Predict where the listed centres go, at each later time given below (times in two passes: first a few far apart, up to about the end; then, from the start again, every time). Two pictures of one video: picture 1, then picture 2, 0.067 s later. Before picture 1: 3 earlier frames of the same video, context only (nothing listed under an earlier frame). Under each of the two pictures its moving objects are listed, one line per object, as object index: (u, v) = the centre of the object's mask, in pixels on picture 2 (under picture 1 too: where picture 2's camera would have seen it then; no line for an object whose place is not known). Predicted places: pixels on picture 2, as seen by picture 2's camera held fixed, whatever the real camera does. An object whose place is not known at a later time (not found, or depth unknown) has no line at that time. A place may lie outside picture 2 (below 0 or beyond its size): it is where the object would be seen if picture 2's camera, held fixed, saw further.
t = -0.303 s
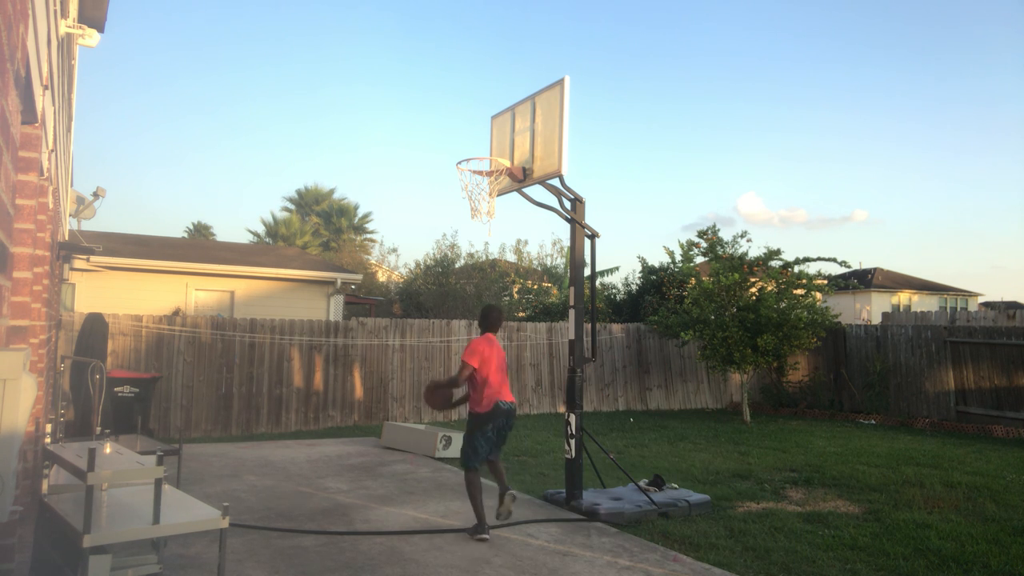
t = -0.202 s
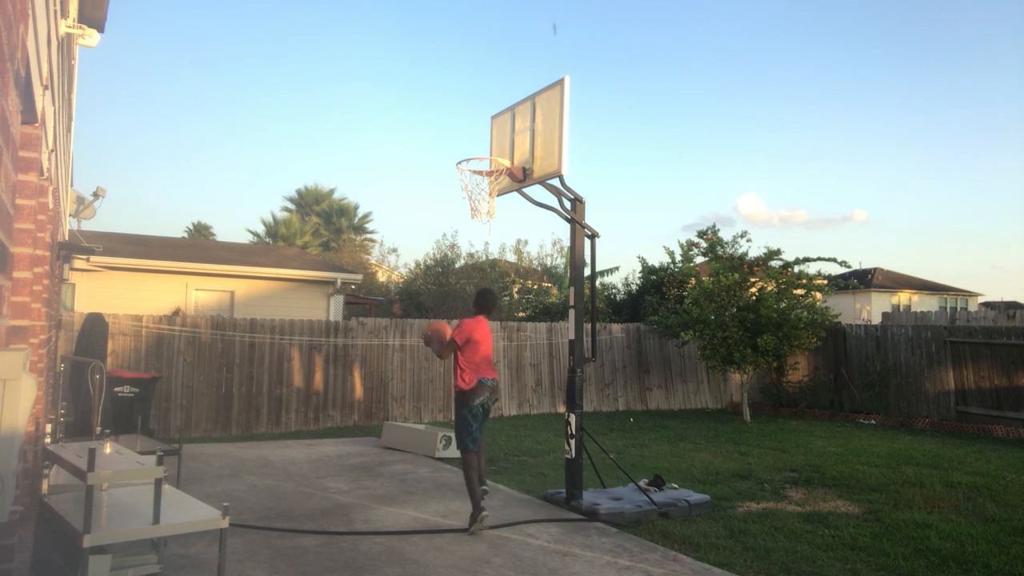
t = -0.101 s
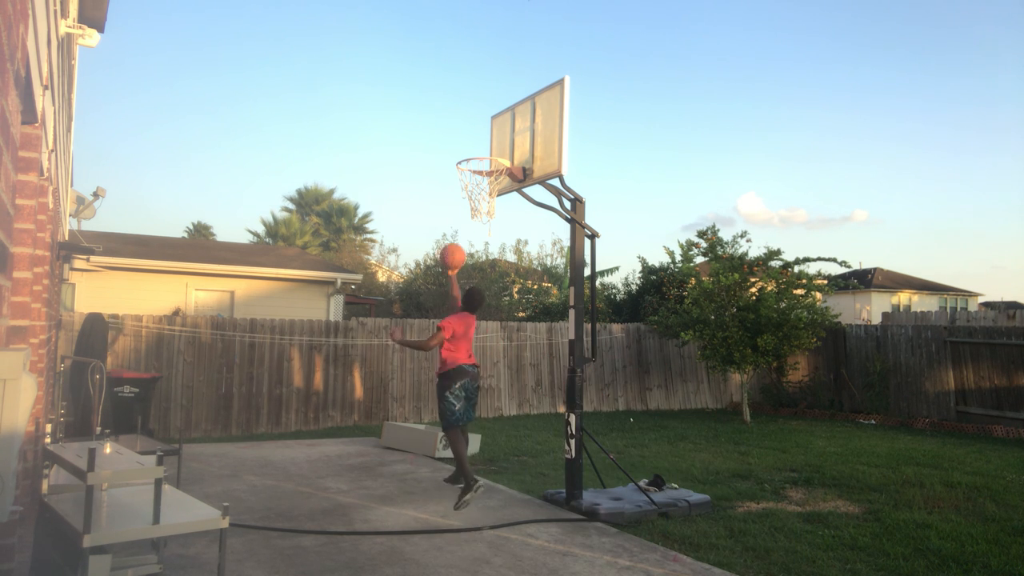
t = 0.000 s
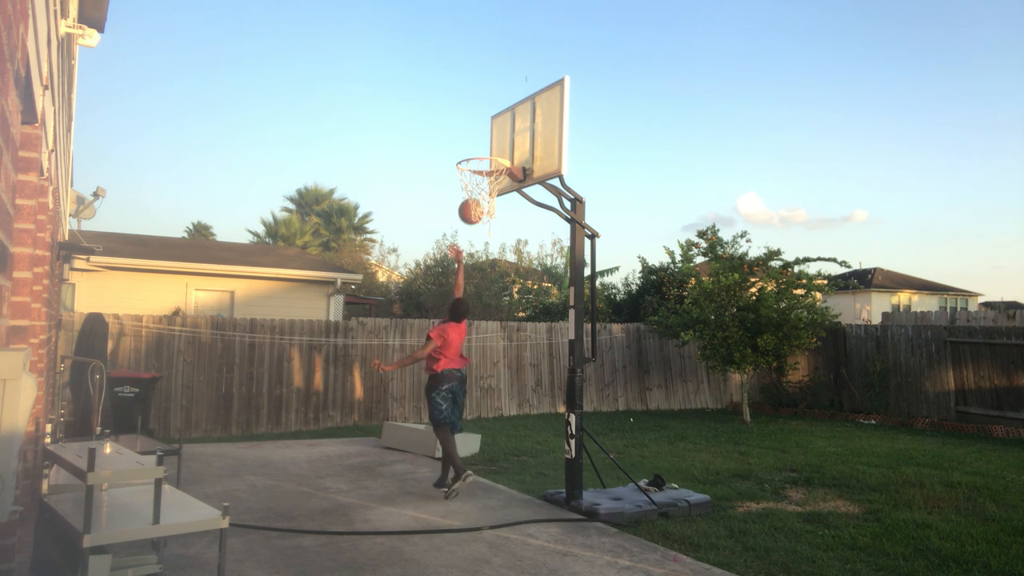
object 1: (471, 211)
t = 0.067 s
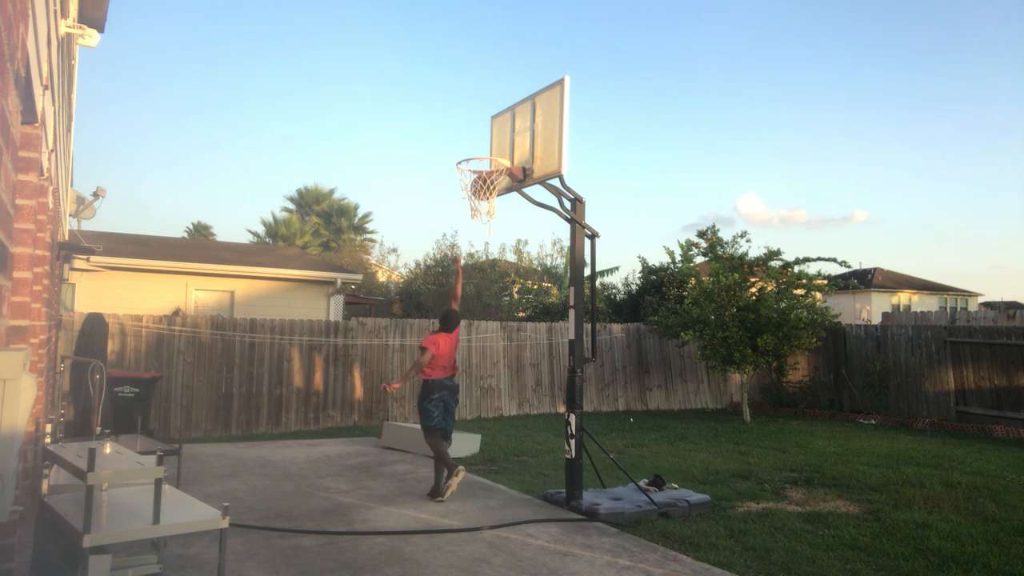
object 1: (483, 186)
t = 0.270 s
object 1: (491, 151)
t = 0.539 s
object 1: (485, 174)
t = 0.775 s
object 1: (475, 248)
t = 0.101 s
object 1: (488, 176)
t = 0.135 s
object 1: (491, 165)
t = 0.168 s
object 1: (492, 160)
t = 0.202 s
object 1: (492, 157)
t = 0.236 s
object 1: (491, 154)
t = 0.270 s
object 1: (491, 151)
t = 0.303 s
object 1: (490, 149)
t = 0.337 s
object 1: (489, 149)
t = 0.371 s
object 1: (489, 151)
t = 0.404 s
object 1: (487, 153)
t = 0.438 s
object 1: (486, 156)
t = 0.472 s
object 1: (486, 162)
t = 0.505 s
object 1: (485, 167)
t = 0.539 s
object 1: (485, 174)
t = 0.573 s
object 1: (484, 183)
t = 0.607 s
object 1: (482, 192)
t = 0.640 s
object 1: (480, 201)
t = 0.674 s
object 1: (479, 212)
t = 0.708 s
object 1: (478, 222)
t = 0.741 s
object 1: (476, 234)
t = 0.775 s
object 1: (475, 248)
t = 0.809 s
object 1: (474, 263)
